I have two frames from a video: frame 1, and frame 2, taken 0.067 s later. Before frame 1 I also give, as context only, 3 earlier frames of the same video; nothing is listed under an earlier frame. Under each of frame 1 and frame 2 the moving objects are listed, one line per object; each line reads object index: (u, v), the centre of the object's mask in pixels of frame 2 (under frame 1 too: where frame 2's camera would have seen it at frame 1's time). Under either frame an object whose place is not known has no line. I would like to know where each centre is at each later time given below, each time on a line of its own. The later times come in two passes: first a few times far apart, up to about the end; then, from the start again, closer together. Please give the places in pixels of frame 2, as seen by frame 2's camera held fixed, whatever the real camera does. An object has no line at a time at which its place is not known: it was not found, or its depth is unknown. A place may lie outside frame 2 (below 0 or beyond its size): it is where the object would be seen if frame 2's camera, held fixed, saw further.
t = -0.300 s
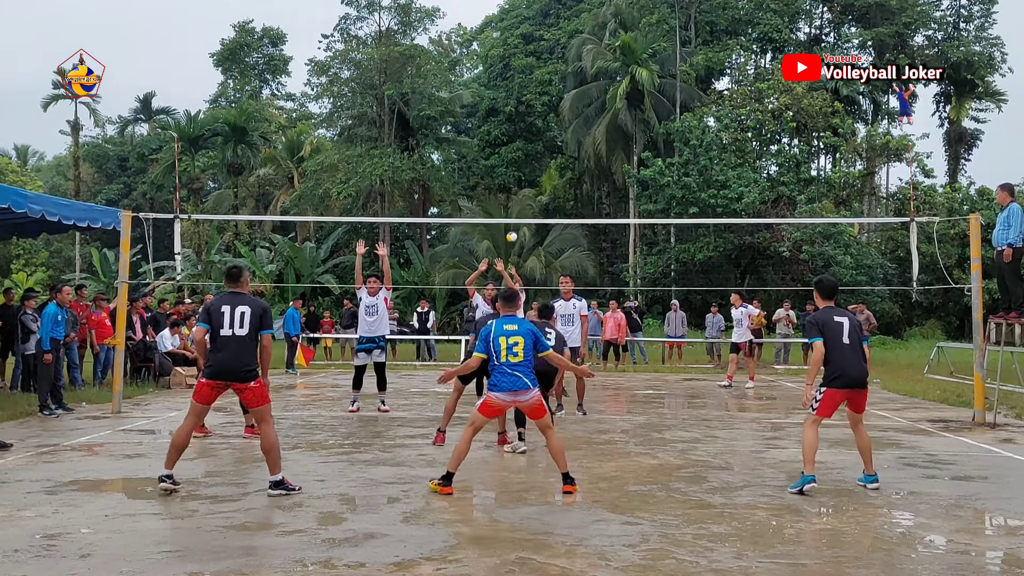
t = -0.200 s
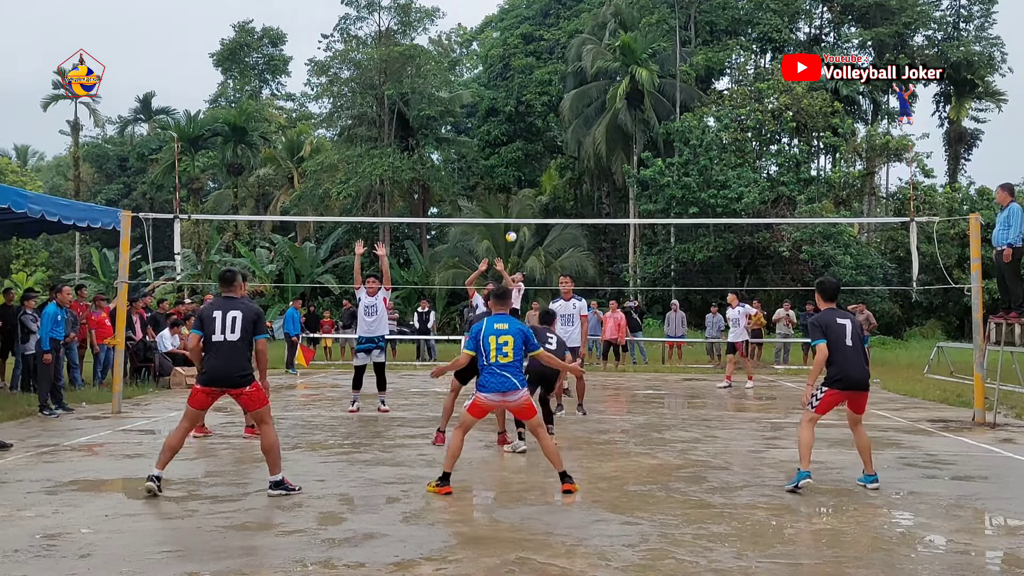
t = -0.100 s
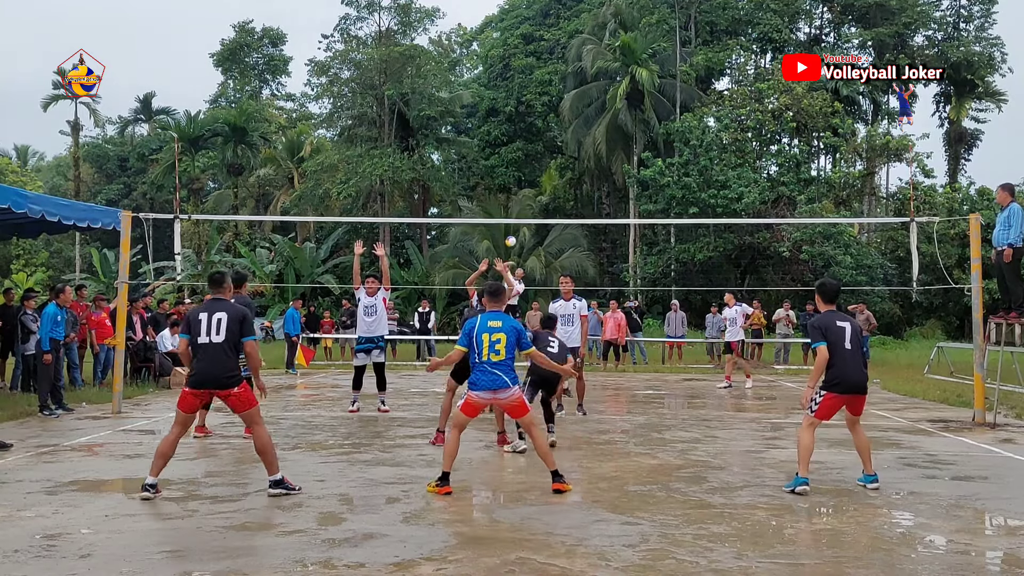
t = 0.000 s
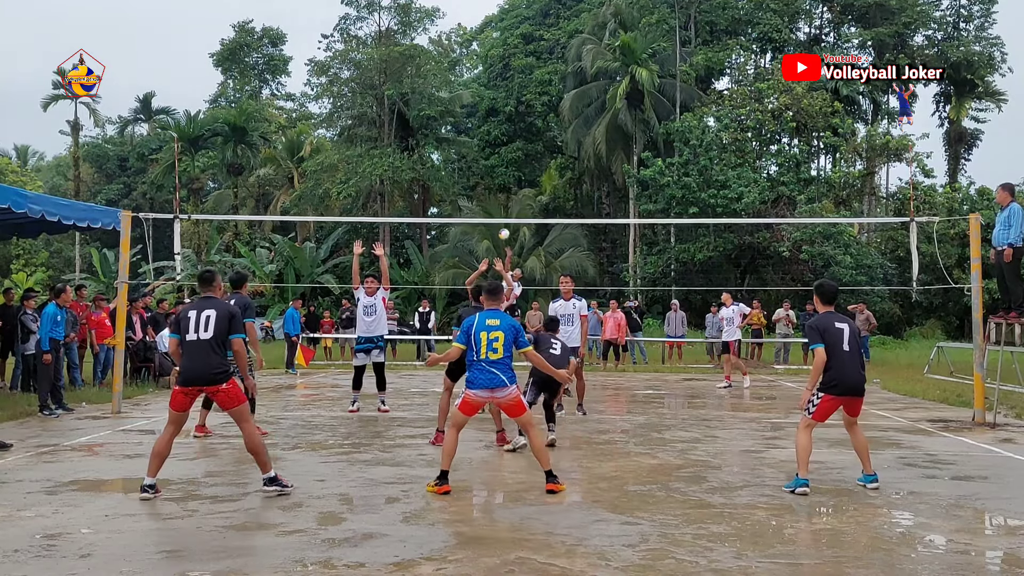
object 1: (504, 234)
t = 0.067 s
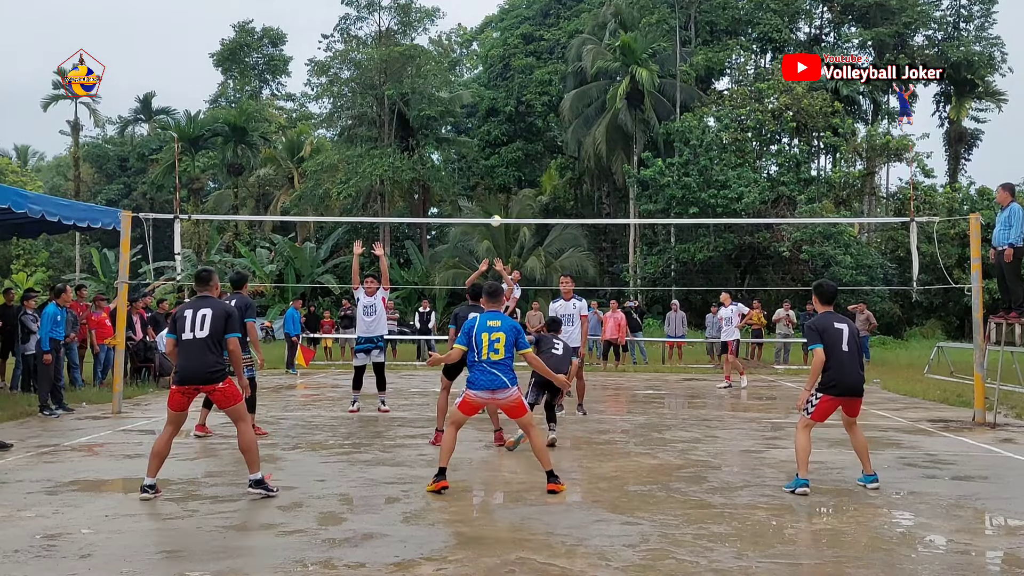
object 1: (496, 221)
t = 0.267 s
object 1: (466, 193)
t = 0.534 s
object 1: (418, 192)
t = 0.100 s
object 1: (491, 214)
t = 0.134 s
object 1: (486, 209)
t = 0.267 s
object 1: (466, 193)
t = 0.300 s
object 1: (461, 191)
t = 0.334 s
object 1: (457, 189)
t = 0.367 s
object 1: (451, 187)
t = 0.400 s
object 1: (445, 186)
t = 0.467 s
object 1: (432, 187)
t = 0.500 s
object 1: (425, 189)
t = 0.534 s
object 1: (418, 192)
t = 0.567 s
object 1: (410, 195)
